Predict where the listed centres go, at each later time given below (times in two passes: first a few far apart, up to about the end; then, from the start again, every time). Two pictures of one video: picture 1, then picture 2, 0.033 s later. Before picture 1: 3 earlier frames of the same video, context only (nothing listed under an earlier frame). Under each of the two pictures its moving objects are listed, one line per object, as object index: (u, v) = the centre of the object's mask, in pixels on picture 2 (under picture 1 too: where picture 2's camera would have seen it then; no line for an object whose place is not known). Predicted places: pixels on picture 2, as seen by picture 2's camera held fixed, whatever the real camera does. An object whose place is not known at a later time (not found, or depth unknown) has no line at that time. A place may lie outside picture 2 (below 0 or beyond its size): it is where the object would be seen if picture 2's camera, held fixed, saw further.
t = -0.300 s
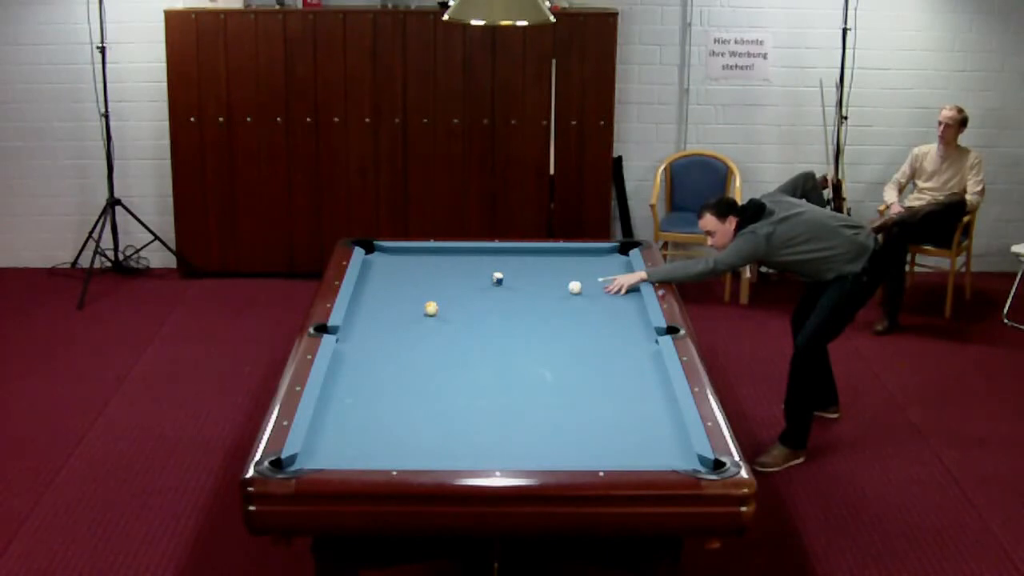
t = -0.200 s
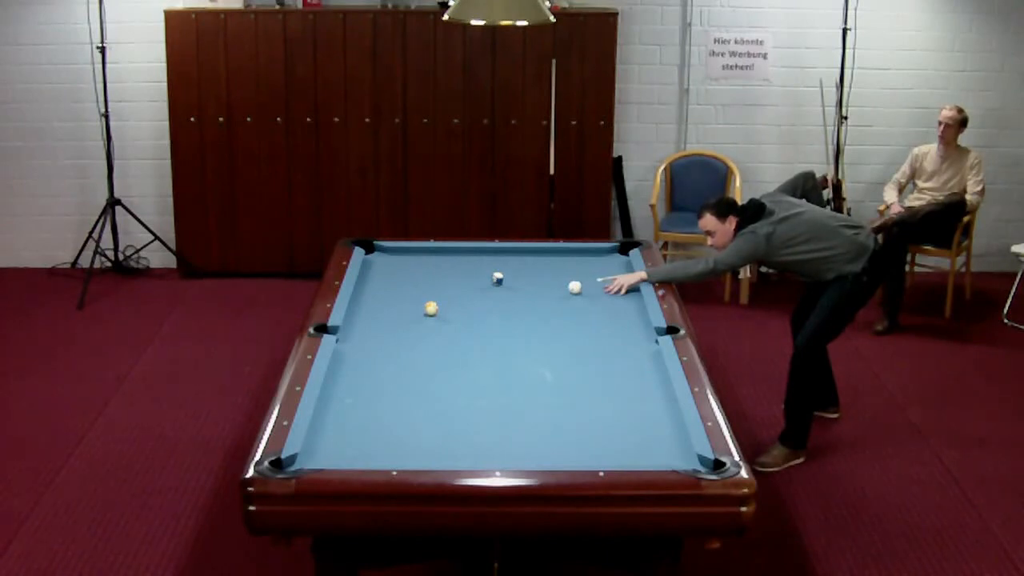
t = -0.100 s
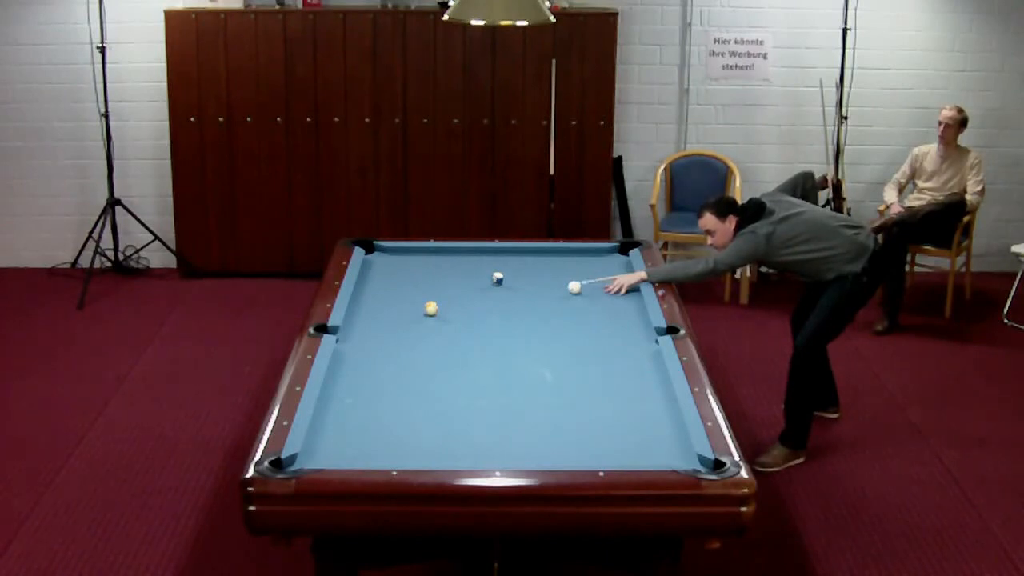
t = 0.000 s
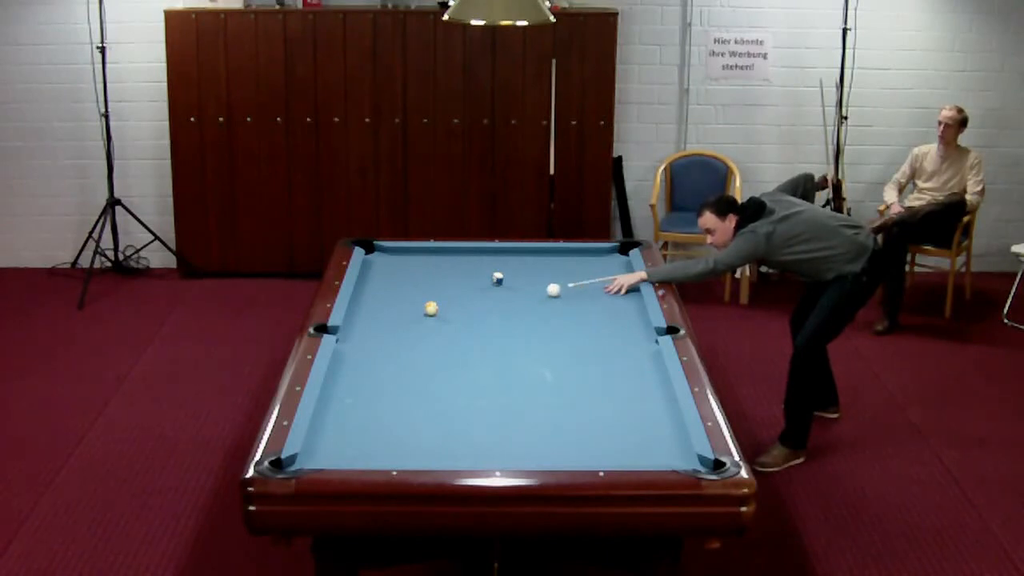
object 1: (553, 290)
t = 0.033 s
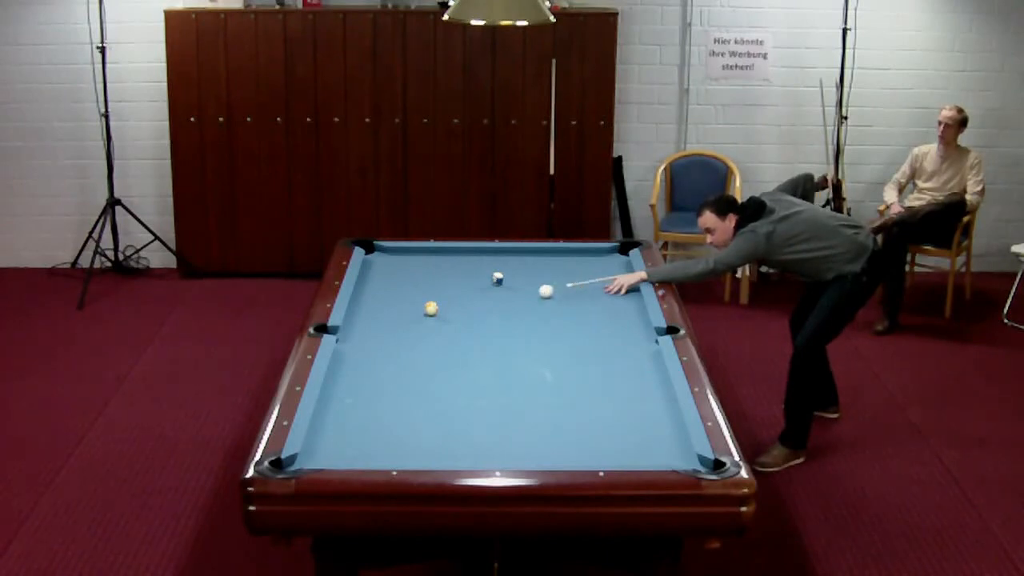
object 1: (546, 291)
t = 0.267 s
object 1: (495, 298)
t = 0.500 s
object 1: (443, 305)
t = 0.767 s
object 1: (422, 303)
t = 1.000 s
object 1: (404, 302)
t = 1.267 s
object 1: (385, 300)
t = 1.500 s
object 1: (370, 299)
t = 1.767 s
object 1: (357, 298)
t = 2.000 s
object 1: (365, 297)
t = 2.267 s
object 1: (373, 296)
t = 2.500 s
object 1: (379, 296)
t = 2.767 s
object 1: (384, 295)
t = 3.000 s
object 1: (388, 295)
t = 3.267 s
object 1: (391, 295)
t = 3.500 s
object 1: (393, 295)
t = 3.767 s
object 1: (393, 295)
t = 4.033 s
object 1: (394, 295)
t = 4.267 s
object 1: (394, 294)
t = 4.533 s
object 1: (394, 294)
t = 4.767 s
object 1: (394, 294)
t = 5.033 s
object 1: (394, 295)
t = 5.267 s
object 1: (394, 295)
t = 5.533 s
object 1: (394, 295)
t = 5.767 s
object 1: (394, 295)
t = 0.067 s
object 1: (539, 292)
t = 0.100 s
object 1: (531, 293)
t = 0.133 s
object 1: (524, 294)
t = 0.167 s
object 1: (517, 295)
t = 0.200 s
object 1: (510, 296)
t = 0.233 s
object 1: (502, 297)
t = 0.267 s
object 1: (495, 298)
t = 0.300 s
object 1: (487, 299)
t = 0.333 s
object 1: (480, 300)
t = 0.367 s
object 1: (473, 301)
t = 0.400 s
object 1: (465, 302)
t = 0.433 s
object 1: (458, 303)
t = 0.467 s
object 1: (451, 304)
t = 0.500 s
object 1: (443, 305)
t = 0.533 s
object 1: (440, 305)
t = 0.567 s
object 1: (438, 305)
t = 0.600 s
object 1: (435, 304)
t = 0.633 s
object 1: (432, 304)
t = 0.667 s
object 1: (430, 304)
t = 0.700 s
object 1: (427, 304)
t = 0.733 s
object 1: (425, 304)
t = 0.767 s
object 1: (422, 303)
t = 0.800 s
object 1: (419, 303)
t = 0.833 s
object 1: (417, 303)
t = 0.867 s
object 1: (414, 303)
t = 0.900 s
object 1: (411, 302)
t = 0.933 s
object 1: (409, 302)
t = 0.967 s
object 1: (407, 302)
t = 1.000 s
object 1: (404, 302)
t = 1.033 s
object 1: (402, 302)
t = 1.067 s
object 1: (399, 302)
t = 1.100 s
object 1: (397, 301)
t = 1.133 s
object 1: (395, 301)
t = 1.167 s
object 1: (392, 301)
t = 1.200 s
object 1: (390, 301)
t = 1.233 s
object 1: (387, 301)
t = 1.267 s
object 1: (385, 300)
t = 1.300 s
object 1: (383, 300)
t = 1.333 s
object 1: (380, 300)
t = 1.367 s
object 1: (378, 300)
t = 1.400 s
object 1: (376, 300)
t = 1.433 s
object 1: (374, 299)
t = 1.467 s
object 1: (372, 299)
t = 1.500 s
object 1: (370, 299)
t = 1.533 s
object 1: (368, 299)
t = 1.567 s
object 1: (365, 299)
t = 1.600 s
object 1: (364, 298)
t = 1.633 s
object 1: (361, 298)
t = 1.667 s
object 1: (359, 298)
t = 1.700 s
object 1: (357, 298)
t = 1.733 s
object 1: (357, 298)
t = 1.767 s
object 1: (357, 298)
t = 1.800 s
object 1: (359, 298)
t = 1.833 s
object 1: (360, 297)
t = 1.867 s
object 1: (361, 297)
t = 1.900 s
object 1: (362, 297)
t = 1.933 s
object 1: (363, 297)
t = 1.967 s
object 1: (364, 297)
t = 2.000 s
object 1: (365, 297)
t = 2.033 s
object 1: (366, 297)
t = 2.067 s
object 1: (367, 297)
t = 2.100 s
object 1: (368, 296)
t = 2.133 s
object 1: (369, 296)
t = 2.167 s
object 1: (370, 296)
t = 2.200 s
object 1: (371, 296)
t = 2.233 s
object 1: (372, 296)
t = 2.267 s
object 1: (373, 296)
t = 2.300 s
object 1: (374, 296)
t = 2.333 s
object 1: (374, 296)
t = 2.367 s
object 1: (376, 296)
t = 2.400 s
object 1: (376, 296)
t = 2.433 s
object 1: (377, 296)
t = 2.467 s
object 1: (378, 296)
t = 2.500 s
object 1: (379, 296)
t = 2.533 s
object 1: (380, 295)
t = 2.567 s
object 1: (380, 295)
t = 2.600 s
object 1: (381, 295)
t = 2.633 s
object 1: (382, 295)
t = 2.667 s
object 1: (383, 295)
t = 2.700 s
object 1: (383, 295)
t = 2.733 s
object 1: (384, 295)
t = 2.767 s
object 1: (384, 295)
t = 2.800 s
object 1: (385, 295)
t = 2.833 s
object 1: (385, 295)
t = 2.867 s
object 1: (386, 295)
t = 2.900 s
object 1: (386, 295)
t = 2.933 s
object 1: (387, 295)
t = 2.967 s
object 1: (387, 295)
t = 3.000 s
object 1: (388, 295)
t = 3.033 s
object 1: (388, 295)
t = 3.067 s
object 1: (389, 295)
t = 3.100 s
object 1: (389, 295)
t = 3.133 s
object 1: (390, 295)
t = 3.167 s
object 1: (390, 295)
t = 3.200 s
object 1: (390, 295)
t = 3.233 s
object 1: (391, 295)
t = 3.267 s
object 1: (391, 295)
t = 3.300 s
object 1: (391, 295)
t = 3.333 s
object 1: (392, 295)
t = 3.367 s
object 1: (392, 295)
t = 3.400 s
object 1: (392, 295)
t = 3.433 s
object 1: (393, 295)
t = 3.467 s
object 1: (393, 295)
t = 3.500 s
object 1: (393, 295)
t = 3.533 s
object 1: (393, 295)
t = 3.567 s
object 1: (393, 295)
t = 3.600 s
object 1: (393, 295)
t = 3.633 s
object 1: (393, 295)
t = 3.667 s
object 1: (393, 295)
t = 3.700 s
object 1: (393, 295)
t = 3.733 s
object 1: (393, 295)
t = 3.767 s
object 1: (393, 295)
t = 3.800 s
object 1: (394, 294)
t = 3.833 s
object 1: (393, 295)
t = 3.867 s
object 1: (394, 295)
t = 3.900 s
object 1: (394, 295)
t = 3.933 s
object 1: (394, 295)
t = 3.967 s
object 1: (394, 295)
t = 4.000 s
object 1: (394, 295)
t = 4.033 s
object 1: (394, 295)
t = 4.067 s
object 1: (394, 295)
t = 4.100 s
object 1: (394, 295)
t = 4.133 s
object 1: (394, 295)
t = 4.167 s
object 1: (394, 295)
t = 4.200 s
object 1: (394, 294)
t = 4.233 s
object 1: (394, 294)
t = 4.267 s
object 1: (394, 294)
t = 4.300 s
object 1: (394, 294)
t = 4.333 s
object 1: (394, 294)
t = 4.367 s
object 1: (394, 295)
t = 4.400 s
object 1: (394, 295)
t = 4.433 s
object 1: (394, 294)
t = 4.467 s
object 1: (394, 294)
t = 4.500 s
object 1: (394, 294)
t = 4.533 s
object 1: (394, 294)
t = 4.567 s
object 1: (394, 294)
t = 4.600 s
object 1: (394, 294)
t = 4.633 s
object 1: (394, 294)
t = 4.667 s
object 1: (394, 294)
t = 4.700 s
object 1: (394, 294)
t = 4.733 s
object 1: (394, 294)
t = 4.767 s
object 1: (394, 294)
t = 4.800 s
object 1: (394, 295)
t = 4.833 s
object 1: (394, 295)
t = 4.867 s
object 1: (394, 295)
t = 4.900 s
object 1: (394, 295)
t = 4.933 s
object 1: (394, 295)
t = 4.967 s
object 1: (394, 295)
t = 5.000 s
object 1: (394, 295)
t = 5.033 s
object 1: (394, 295)
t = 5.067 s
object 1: (394, 295)
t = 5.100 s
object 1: (394, 295)
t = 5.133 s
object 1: (394, 295)
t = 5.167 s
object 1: (394, 295)
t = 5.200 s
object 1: (394, 295)
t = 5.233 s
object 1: (394, 295)
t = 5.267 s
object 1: (394, 295)
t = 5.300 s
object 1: (394, 295)
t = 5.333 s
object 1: (394, 295)
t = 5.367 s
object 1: (394, 295)
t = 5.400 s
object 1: (394, 295)
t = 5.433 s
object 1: (394, 294)
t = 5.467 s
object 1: (394, 294)
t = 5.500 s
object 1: (394, 295)
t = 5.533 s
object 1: (394, 295)
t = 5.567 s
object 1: (394, 295)
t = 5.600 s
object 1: (394, 295)
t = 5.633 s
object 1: (394, 295)
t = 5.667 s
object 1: (394, 295)
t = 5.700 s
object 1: (394, 295)
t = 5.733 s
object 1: (394, 295)
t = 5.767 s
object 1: (394, 295)
